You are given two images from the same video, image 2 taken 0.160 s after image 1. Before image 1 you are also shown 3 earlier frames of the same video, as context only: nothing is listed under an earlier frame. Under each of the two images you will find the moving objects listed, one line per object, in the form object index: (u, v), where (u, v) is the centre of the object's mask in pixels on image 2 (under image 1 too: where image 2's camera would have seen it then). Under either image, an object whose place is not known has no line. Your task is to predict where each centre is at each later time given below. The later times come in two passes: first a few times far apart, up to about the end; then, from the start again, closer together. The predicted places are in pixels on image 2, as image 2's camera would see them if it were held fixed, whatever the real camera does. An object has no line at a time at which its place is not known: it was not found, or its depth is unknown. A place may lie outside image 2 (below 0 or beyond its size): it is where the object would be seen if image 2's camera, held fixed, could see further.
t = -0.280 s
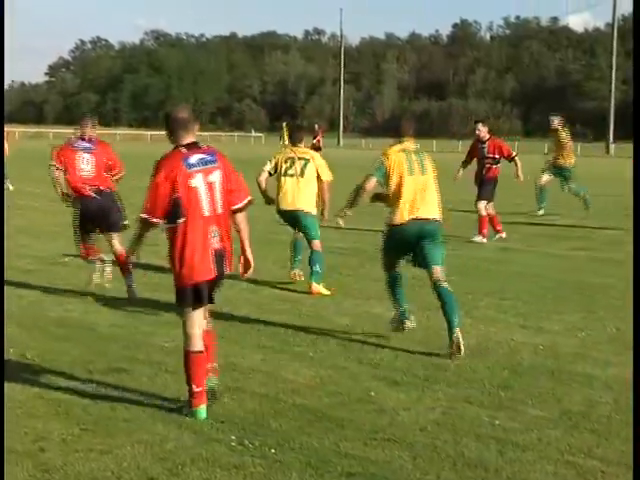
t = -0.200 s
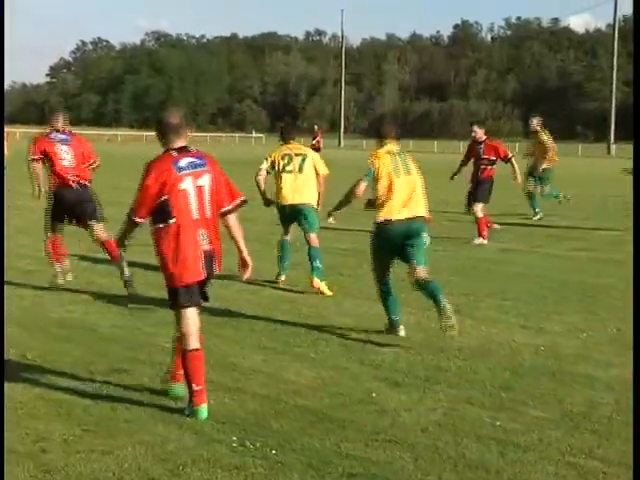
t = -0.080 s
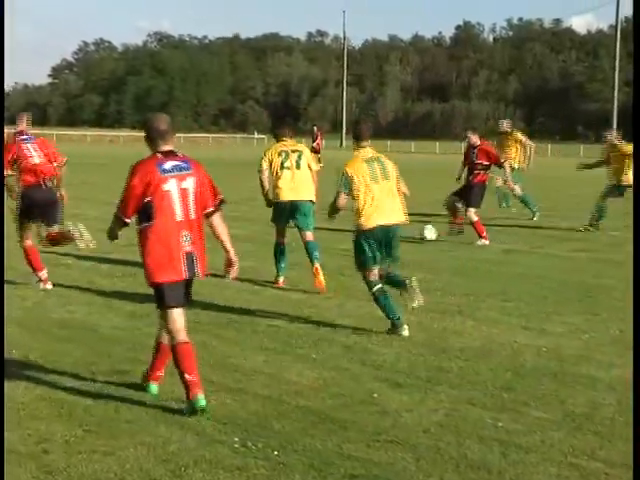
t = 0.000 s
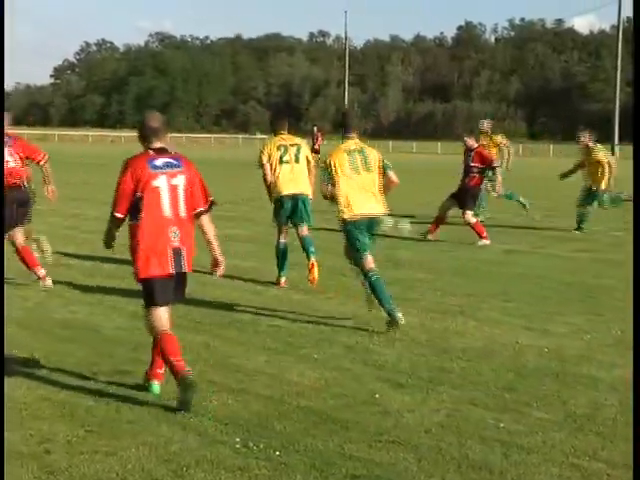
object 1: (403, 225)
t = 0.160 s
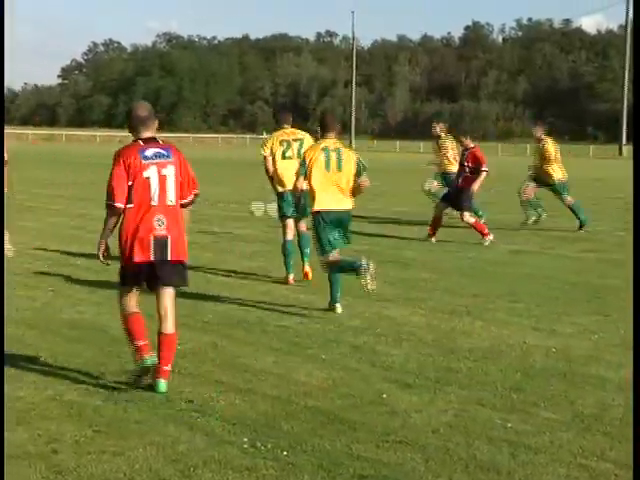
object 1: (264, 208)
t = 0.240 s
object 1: (199, 206)
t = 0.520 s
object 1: (-13, 221)
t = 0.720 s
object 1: (-130, 222)
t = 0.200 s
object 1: (232, 207)
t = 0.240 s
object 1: (199, 206)
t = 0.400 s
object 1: (70, 218)
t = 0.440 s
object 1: (37, 223)
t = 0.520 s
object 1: (-13, 221)
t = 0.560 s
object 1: (-38, 218)
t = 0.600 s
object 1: (-60, 218)
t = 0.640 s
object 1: (-85, 219)
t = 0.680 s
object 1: (-107, 221)
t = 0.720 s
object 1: (-130, 222)
